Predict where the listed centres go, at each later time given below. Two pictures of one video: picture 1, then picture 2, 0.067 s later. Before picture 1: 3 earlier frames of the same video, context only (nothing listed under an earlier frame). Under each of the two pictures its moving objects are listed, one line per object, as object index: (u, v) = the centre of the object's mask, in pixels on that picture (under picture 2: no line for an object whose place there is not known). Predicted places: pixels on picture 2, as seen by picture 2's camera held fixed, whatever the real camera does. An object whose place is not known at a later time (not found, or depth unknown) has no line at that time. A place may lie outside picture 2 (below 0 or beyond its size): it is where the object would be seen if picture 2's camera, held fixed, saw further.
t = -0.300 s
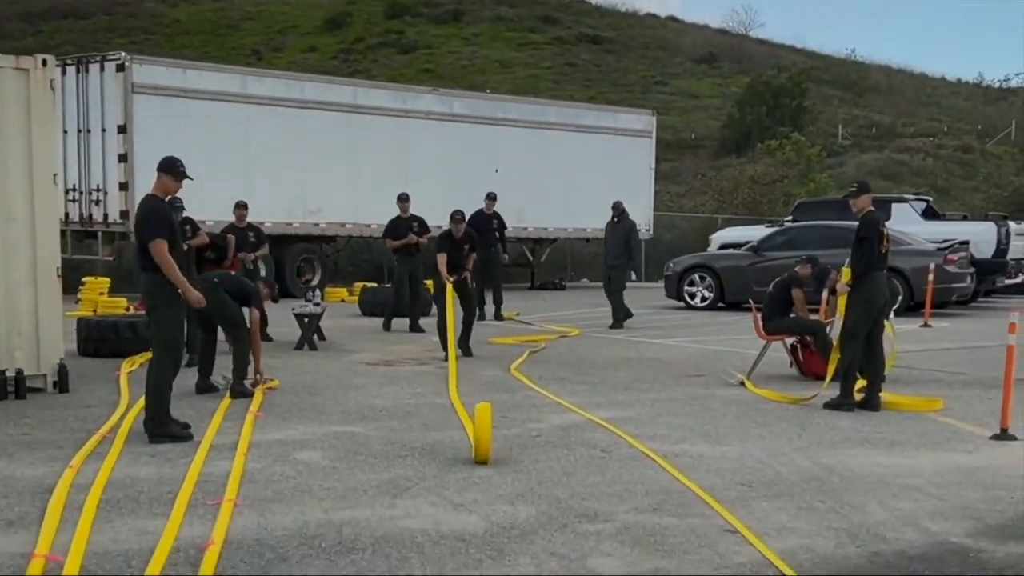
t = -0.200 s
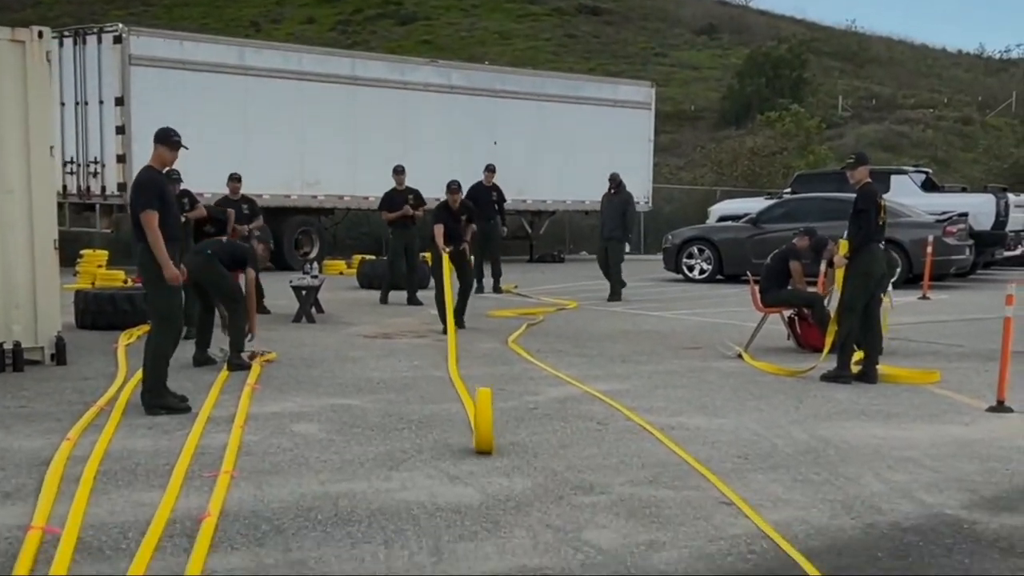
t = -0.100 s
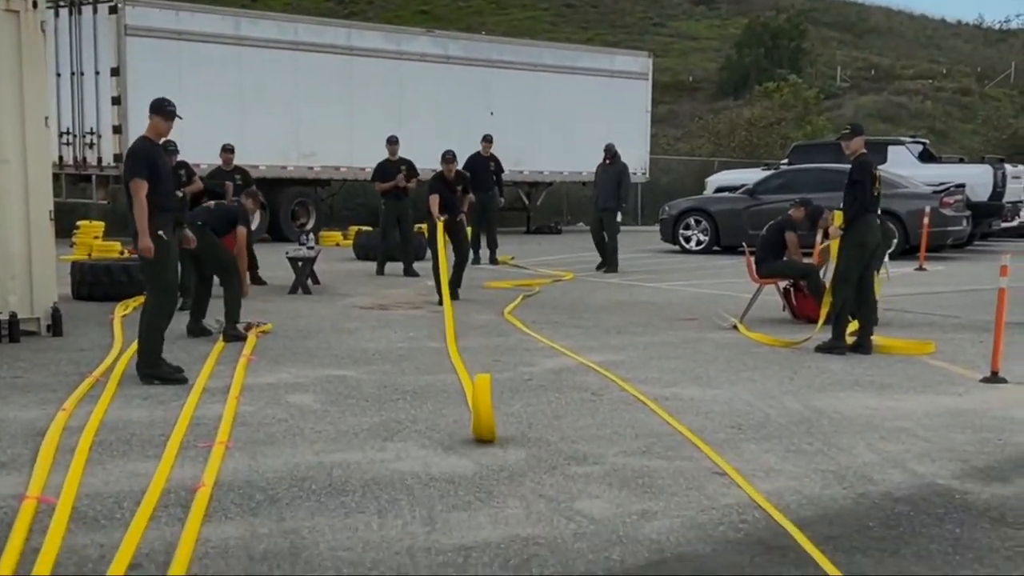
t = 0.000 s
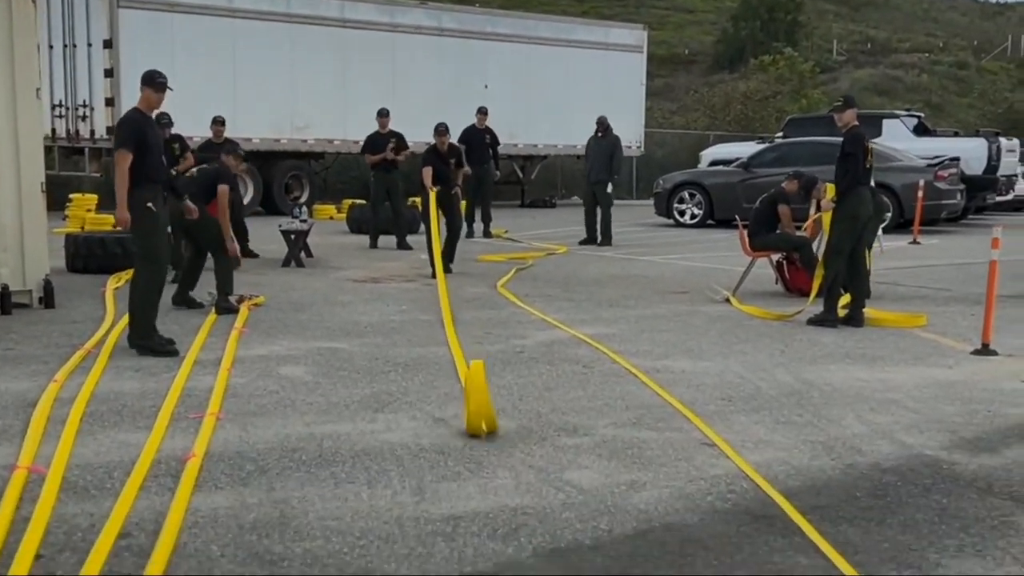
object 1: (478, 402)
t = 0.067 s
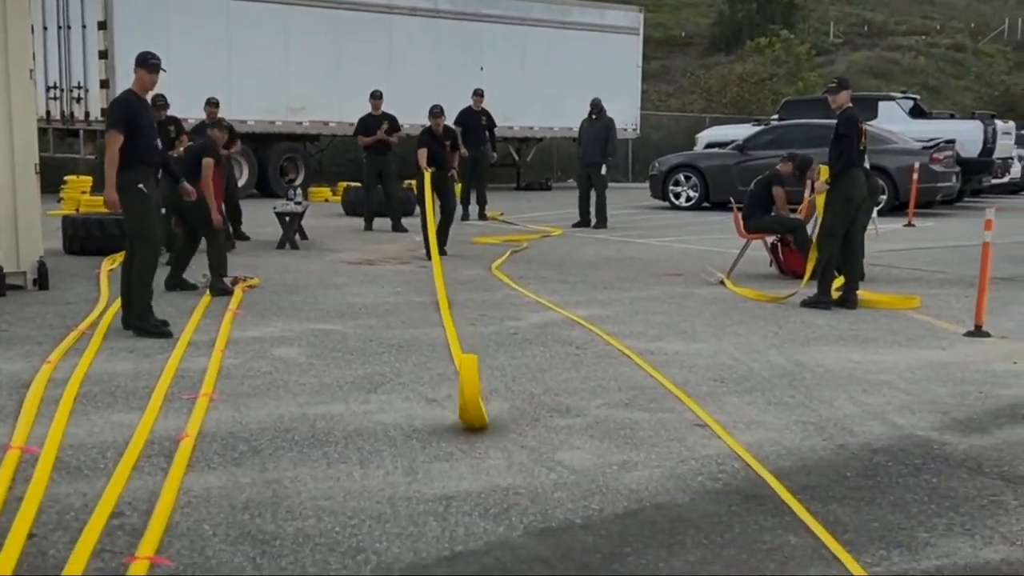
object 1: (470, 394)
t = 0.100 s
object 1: (472, 399)
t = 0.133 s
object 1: (472, 406)
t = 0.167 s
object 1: (472, 417)
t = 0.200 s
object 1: (473, 428)
